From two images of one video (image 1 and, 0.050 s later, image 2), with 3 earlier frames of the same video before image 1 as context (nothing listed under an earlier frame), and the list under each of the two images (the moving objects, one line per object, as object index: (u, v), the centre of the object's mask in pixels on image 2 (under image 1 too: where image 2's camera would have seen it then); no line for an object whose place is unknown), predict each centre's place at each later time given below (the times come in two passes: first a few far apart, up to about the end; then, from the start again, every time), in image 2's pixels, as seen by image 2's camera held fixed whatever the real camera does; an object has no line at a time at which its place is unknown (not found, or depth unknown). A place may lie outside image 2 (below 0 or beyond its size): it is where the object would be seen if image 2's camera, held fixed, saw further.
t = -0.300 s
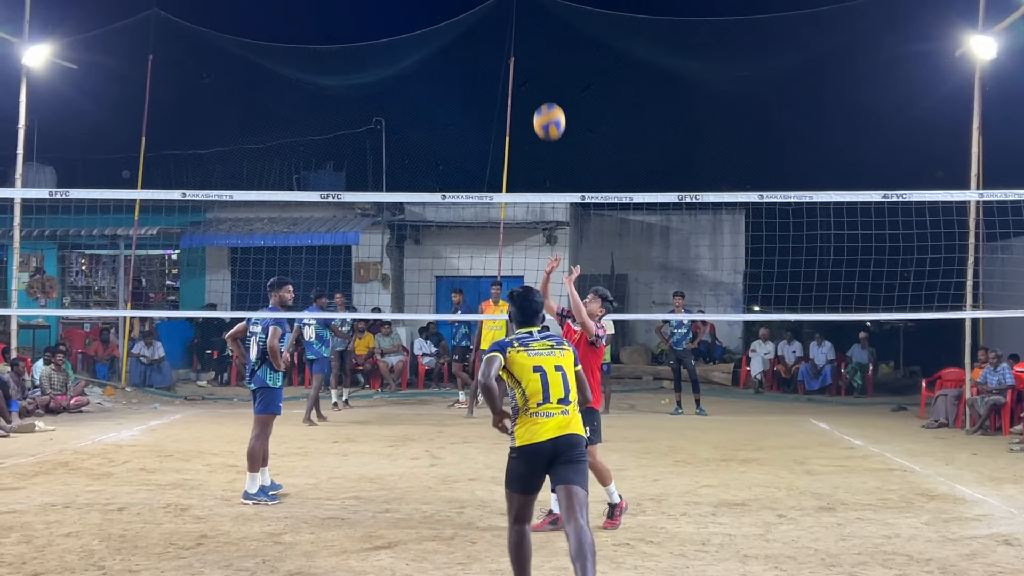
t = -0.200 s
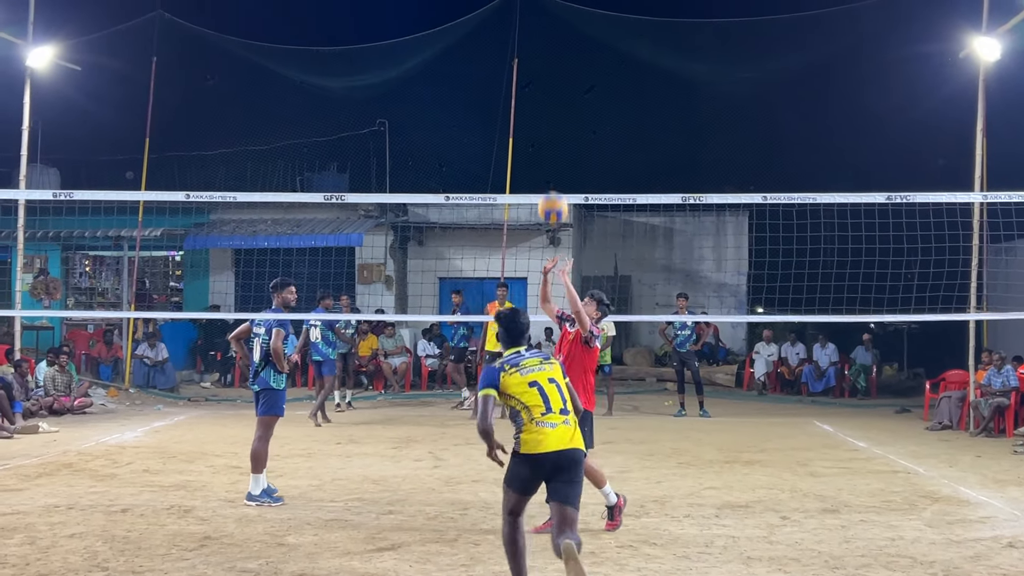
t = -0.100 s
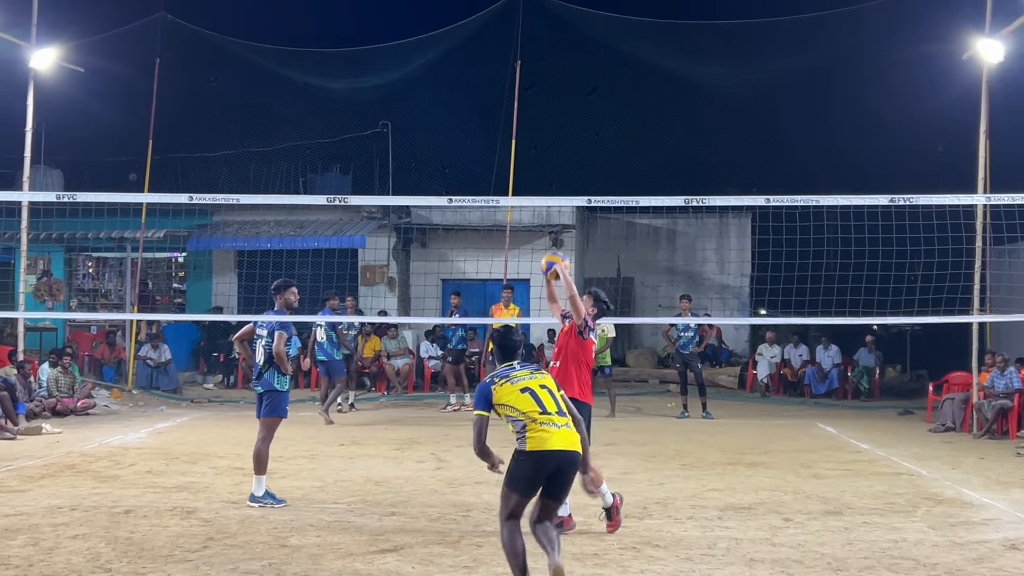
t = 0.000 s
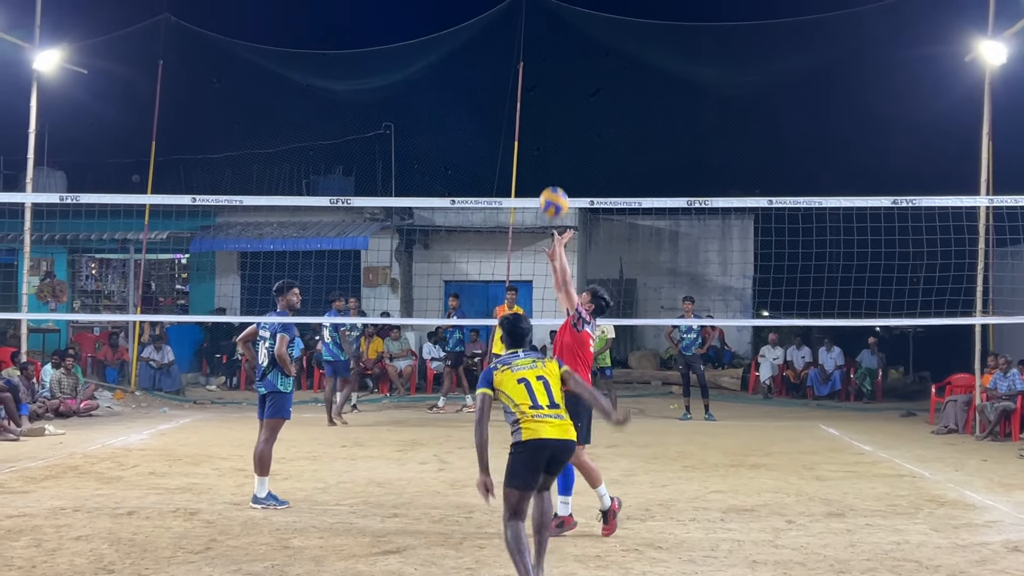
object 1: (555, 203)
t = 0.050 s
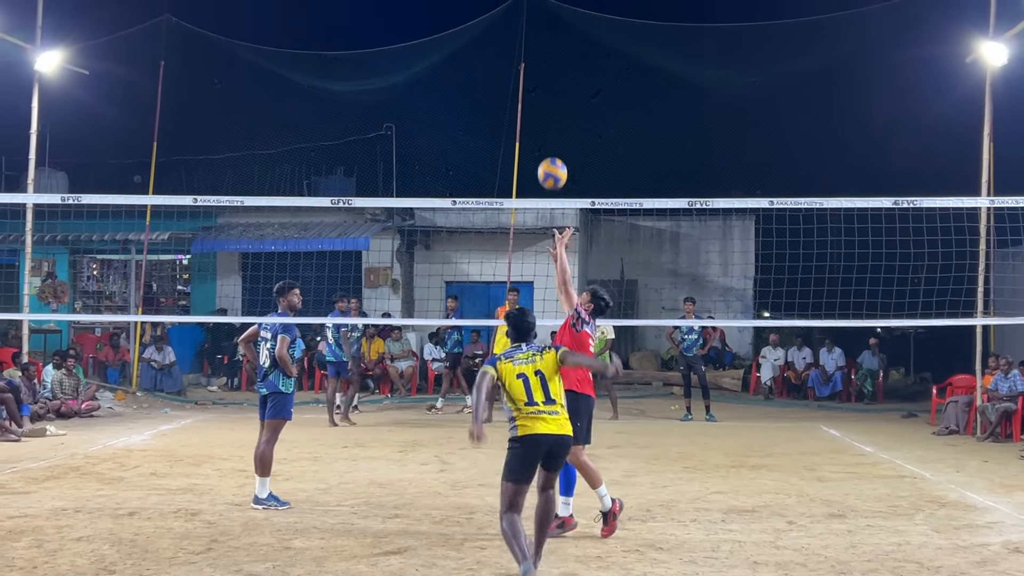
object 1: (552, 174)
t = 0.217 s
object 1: (544, 98)
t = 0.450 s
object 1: (533, 55)
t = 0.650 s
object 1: (524, 76)
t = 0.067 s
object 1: (551, 164)
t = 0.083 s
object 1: (551, 155)
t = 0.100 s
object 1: (550, 147)
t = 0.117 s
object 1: (549, 139)
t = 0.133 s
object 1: (548, 131)
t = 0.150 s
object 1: (547, 123)
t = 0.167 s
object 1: (547, 116)
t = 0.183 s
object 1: (546, 110)
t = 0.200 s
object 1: (545, 103)
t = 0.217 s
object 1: (544, 98)
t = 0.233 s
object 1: (543, 92)
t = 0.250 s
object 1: (543, 87)
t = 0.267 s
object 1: (542, 82)
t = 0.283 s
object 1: (541, 78)
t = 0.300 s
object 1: (540, 74)
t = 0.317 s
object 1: (539, 70)
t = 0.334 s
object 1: (539, 67)
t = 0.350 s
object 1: (538, 65)
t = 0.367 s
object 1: (537, 62)
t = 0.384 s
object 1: (536, 60)
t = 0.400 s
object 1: (536, 58)
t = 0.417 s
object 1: (535, 57)
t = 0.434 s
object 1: (534, 56)
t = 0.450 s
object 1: (533, 55)
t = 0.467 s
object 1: (532, 55)
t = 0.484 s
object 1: (532, 55)
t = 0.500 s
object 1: (531, 56)
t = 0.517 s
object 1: (530, 56)
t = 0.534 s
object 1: (529, 58)
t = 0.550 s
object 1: (529, 59)
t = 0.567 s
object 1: (528, 61)
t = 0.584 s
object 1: (527, 63)
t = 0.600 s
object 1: (526, 66)
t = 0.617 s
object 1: (526, 69)
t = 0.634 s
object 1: (525, 72)
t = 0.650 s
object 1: (524, 76)
